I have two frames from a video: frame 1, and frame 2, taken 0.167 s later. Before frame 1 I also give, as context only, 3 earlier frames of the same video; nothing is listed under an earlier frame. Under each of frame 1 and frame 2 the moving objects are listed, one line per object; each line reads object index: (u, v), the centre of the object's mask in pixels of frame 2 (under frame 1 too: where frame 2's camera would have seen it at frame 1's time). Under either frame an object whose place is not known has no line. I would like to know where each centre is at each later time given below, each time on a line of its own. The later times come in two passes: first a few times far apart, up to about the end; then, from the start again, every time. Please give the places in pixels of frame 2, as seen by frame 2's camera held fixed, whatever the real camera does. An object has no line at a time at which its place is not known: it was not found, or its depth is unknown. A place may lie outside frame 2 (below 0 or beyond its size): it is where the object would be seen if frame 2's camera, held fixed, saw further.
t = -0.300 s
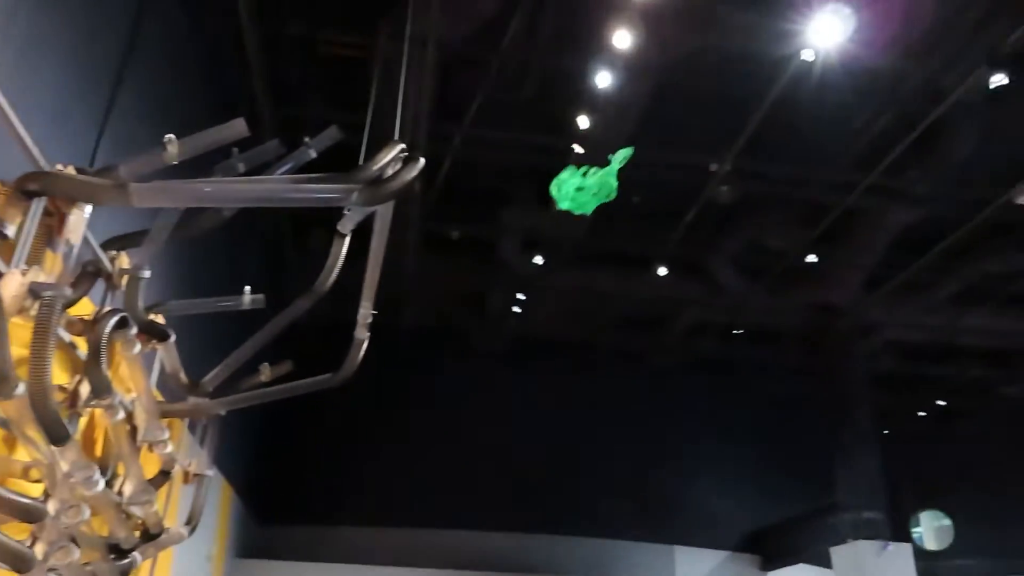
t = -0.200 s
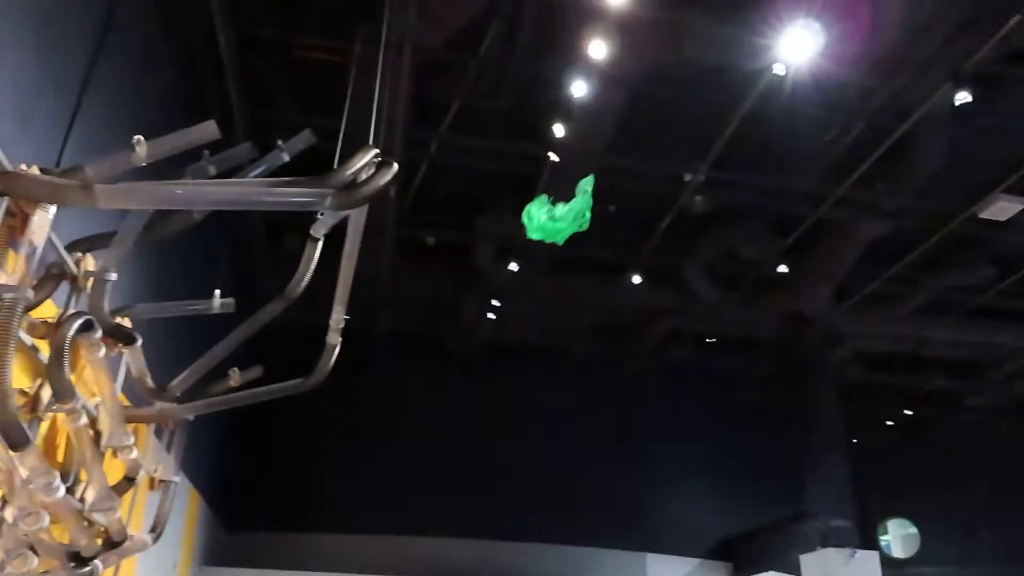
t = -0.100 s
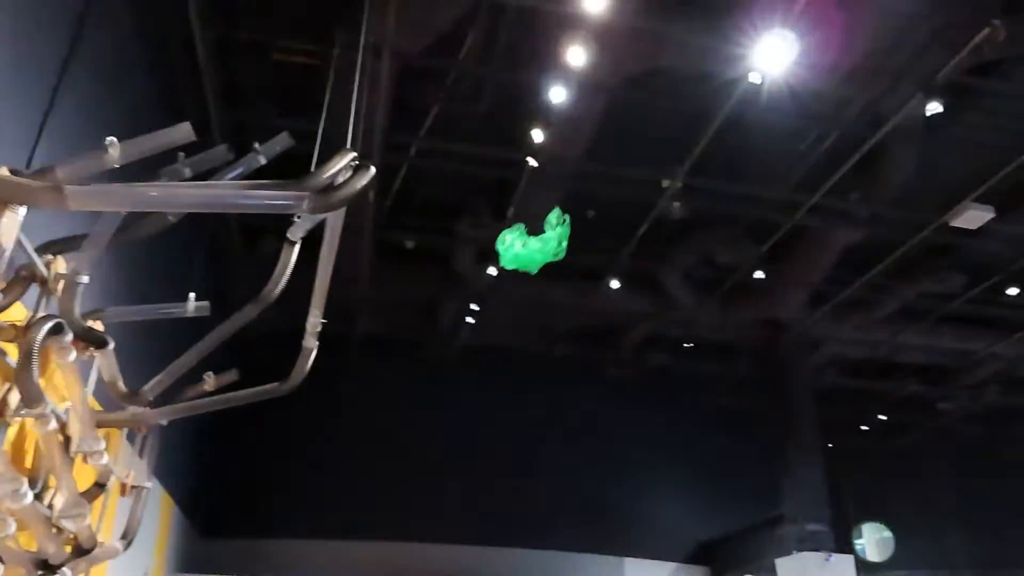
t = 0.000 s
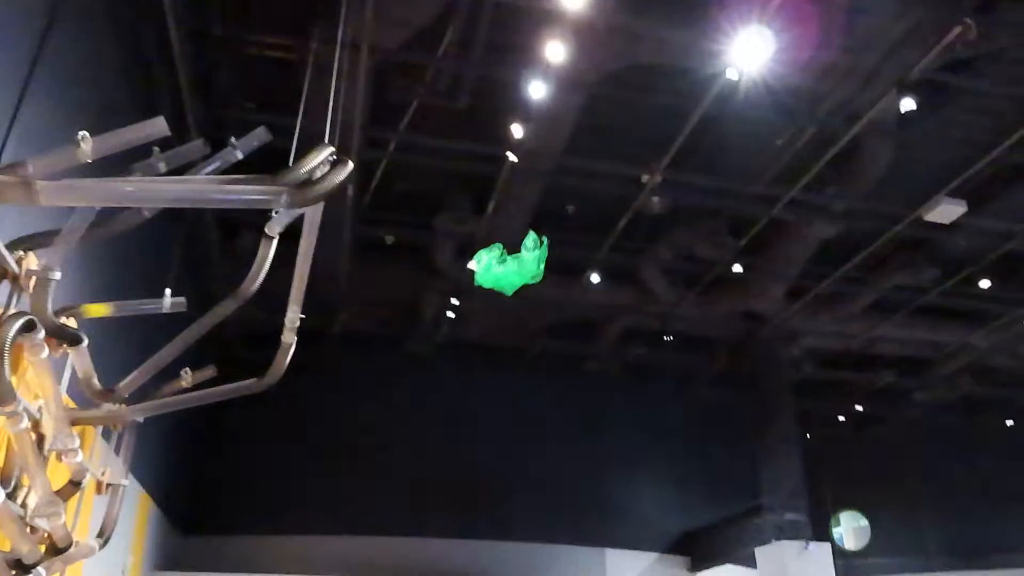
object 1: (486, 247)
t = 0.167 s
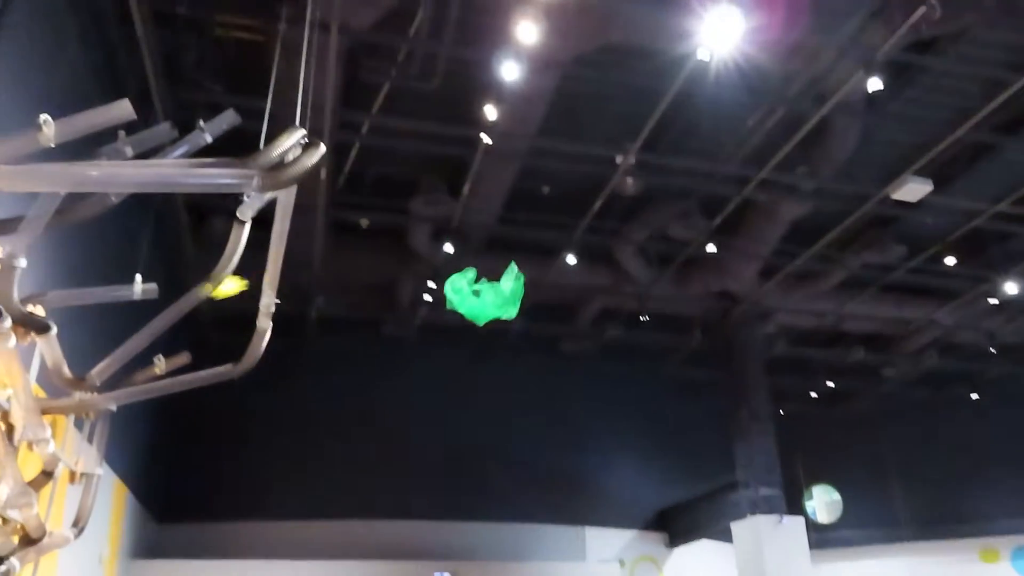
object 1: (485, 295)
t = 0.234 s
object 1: (486, 316)
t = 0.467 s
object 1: (487, 399)
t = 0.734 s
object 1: (487, 508)
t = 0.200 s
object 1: (485, 306)
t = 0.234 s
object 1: (486, 316)
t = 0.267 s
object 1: (487, 328)
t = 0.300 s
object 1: (487, 339)
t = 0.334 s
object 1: (487, 351)
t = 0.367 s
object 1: (487, 362)
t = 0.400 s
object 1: (488, 374)
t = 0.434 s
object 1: (487, 387)
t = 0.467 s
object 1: (487, 399)
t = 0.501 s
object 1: (487, 412)
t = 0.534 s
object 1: (487, 425)
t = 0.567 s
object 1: (487, 438)
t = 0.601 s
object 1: (487, 452)
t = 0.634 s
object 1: (488, 466)
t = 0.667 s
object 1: (487, 479)
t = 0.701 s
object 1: (487, 494)
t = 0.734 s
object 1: (487, 508)
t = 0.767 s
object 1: (487, 523)
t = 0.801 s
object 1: (487, 537)
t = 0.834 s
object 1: (486, 551)
